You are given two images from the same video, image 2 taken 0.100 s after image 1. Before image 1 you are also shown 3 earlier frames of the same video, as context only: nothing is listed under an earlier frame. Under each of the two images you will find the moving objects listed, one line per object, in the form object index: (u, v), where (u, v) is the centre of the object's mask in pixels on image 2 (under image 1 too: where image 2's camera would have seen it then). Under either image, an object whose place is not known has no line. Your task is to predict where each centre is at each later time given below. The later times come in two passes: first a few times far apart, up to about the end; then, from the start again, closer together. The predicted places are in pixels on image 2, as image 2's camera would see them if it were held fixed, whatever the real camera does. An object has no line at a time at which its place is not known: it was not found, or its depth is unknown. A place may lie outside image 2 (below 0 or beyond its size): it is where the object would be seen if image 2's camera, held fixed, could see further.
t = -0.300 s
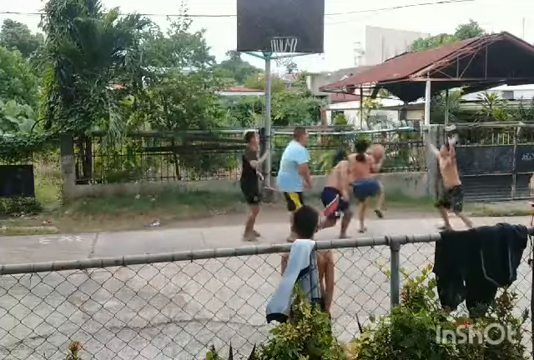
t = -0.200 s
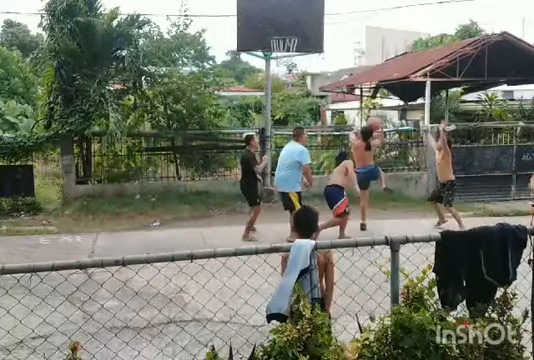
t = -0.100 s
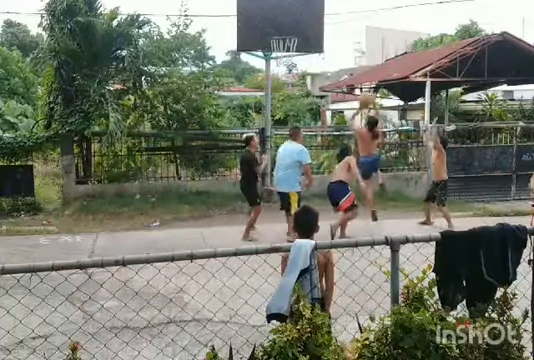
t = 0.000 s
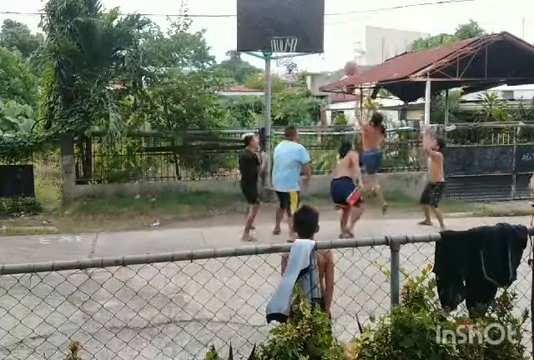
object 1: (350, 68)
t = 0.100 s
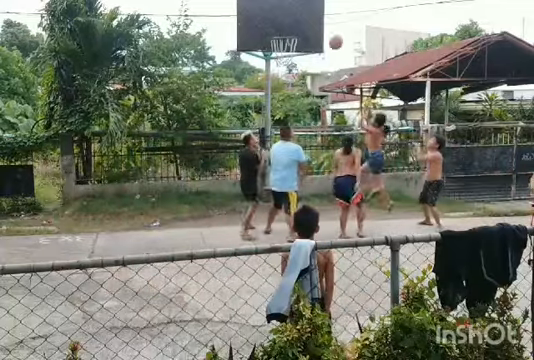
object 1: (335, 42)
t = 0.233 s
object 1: (315, 18)
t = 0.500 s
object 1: (292, 8)
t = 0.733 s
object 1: (282, 30)
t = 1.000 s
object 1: (283, 34)
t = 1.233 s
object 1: (291, 53)
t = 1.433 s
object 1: (289, 70)
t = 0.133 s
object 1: (330, 35)
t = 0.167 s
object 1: (326, 28)
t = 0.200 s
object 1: (320, 23)
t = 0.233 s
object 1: (315, 18)
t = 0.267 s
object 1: (311, 14)
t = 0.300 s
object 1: (307, 10)
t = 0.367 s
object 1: (297, 7)
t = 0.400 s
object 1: (296, 7)
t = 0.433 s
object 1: (295, 7)
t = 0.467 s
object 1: (293, 7)
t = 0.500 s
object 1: (292, 8)
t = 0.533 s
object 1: (290, 10)
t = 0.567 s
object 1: (289, 12)
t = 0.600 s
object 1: (286, 16)
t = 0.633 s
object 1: (285, 20)
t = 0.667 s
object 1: (283, 25)
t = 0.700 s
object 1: (282, 30)
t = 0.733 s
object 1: (282, 30)
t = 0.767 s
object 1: (281, 29)
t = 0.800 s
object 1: (281, 29)
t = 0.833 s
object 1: (281, 29)
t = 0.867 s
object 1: (280, 30)
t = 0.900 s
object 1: (280, 31)
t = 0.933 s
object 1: (279, 33)
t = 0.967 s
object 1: (281, 33)
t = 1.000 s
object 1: (283, 34)
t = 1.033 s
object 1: (285, 35)
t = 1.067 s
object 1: (287, 38)
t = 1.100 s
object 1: (289, 41)
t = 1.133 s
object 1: (290, 45)
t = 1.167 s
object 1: (291, 49)
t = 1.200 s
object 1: (290, 52)
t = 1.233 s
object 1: (291, 53)
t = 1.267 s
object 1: (290, 55)
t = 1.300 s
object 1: (290, 57)
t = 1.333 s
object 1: (289, 58)
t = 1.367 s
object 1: (289, 62)
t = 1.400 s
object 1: (289, 65)
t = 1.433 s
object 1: (289, 70)
